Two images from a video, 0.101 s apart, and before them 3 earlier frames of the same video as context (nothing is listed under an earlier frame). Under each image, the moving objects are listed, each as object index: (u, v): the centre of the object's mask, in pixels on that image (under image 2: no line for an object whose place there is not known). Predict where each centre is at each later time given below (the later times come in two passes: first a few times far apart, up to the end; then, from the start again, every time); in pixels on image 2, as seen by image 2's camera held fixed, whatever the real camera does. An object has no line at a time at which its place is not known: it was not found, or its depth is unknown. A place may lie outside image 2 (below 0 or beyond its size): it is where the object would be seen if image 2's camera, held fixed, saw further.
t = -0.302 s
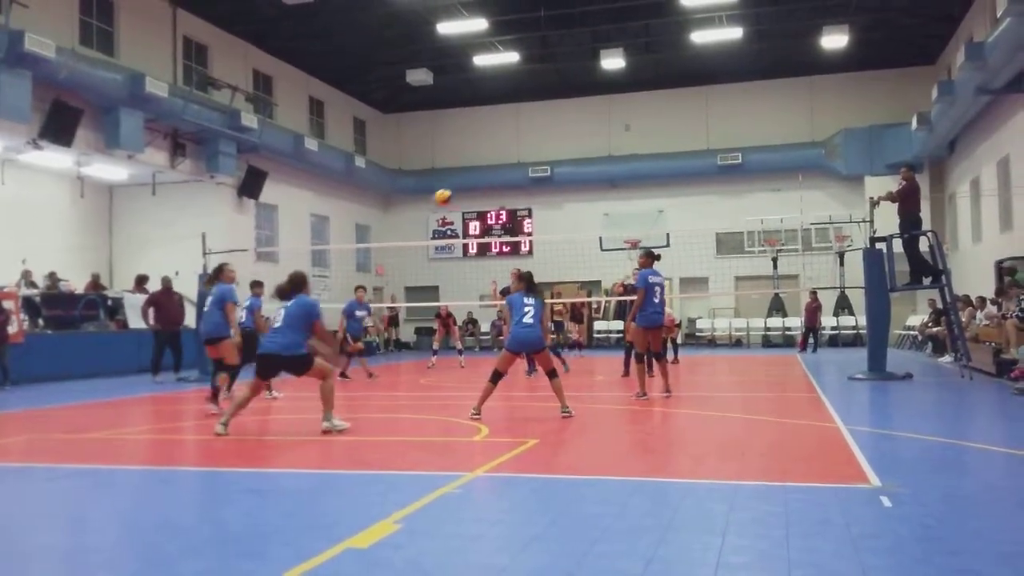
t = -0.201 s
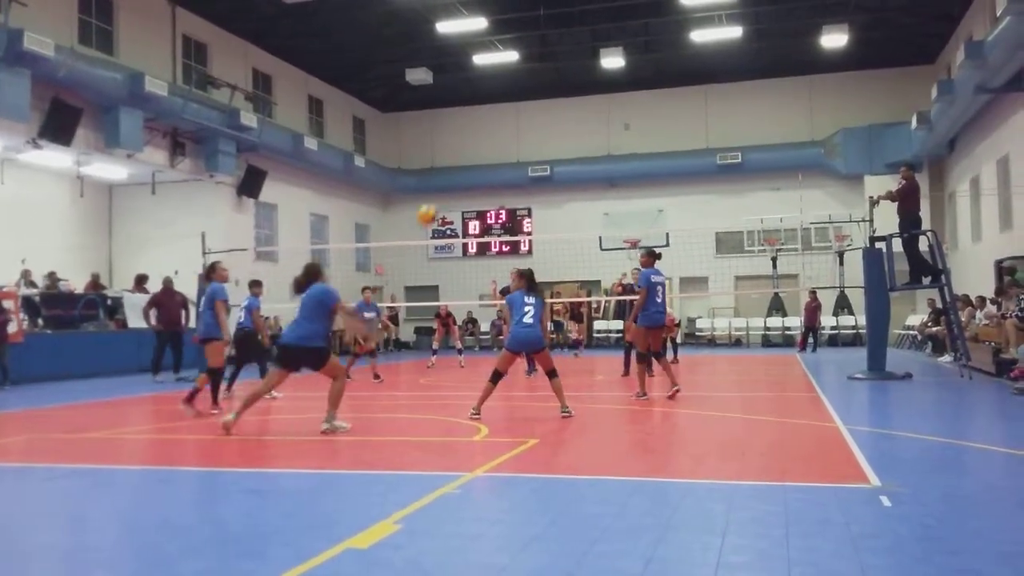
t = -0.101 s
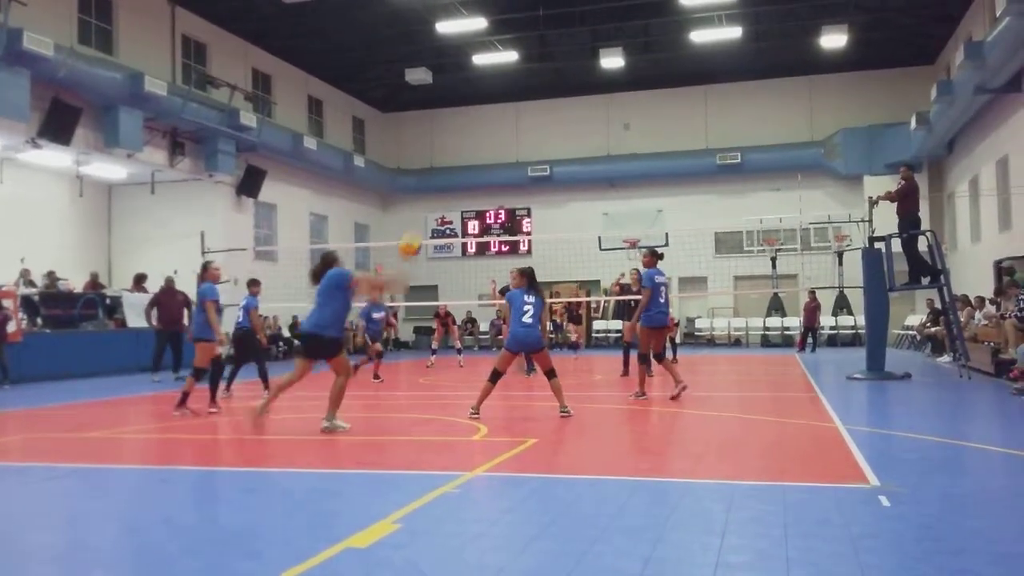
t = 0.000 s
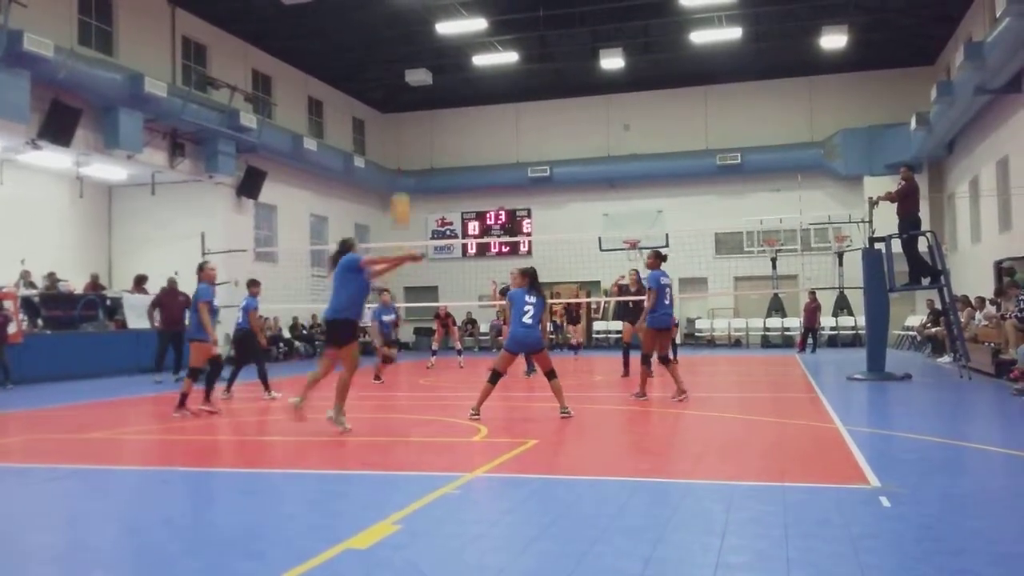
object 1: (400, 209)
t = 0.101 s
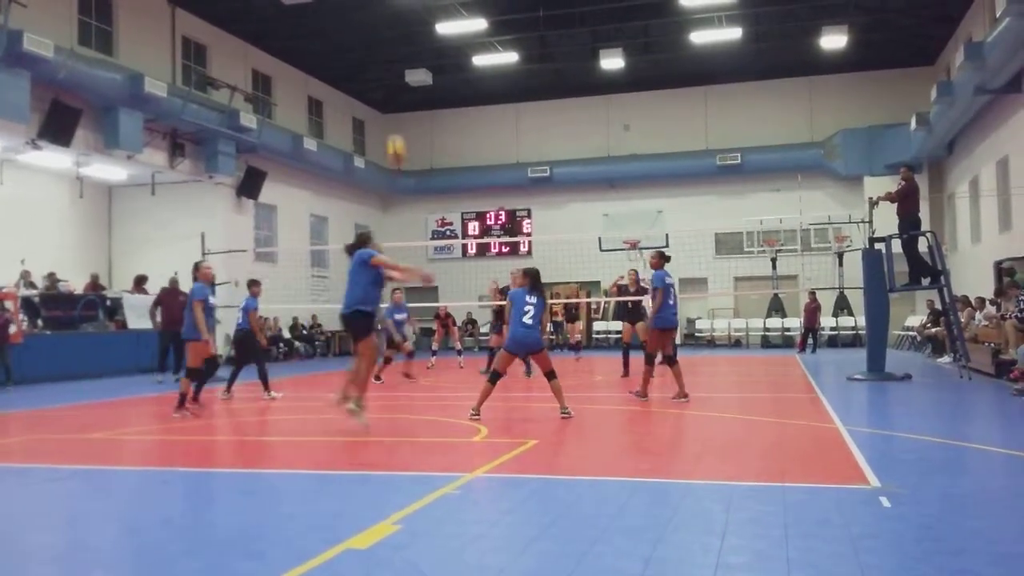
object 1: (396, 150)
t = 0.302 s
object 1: (386, 78)
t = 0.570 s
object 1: (377, 54)
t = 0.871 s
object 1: (368, 93)
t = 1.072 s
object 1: (363, 147)
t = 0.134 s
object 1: (395, 130)
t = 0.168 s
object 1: (393, 116)
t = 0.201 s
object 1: (391, 105)
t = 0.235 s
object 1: (389, 96)
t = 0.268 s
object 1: (387, 86)
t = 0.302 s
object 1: (386, 78)
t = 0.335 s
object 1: (385, 71)
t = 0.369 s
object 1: (384, 66)
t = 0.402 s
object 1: (382, 61)
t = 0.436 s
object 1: (382, 58)
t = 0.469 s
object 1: (380, 55)
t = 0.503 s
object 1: (379, 54)
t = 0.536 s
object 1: (378, 53)
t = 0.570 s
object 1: (377, 54)
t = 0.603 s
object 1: (376, 55)
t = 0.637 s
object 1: (375, 57)
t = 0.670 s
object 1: (374, 60)
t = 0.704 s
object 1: (372, 64)
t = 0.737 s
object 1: (371, 68)
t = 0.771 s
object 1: (371, 73)
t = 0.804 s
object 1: (369, 79)
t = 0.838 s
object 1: (369, 86)
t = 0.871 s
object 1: (368, 93)
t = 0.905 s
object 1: (367, 100)
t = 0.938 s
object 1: (366, 108)
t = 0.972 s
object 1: (365, 118)
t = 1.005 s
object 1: (365, 127)
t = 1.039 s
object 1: (363, 136)
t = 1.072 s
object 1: (363, 147)
